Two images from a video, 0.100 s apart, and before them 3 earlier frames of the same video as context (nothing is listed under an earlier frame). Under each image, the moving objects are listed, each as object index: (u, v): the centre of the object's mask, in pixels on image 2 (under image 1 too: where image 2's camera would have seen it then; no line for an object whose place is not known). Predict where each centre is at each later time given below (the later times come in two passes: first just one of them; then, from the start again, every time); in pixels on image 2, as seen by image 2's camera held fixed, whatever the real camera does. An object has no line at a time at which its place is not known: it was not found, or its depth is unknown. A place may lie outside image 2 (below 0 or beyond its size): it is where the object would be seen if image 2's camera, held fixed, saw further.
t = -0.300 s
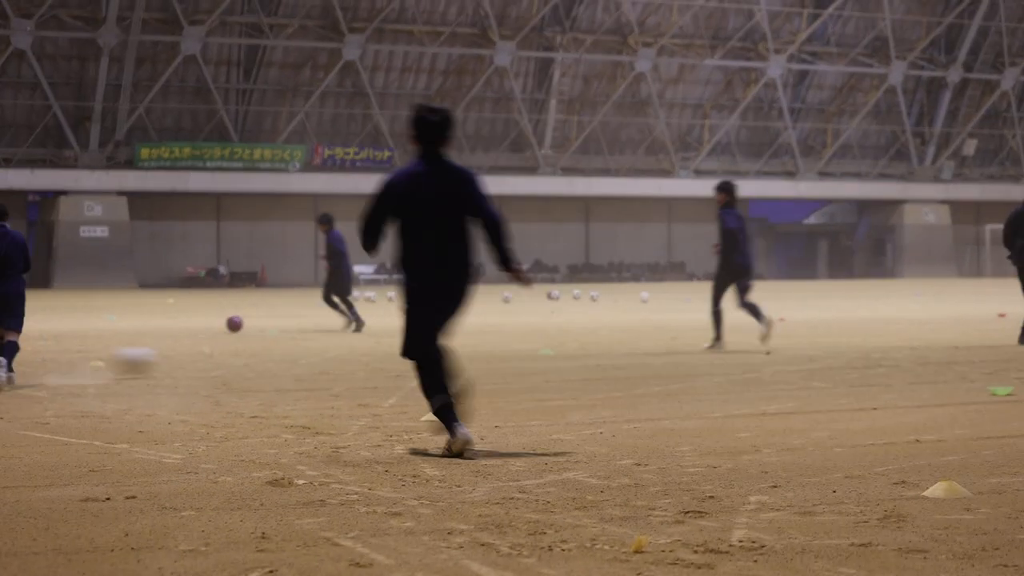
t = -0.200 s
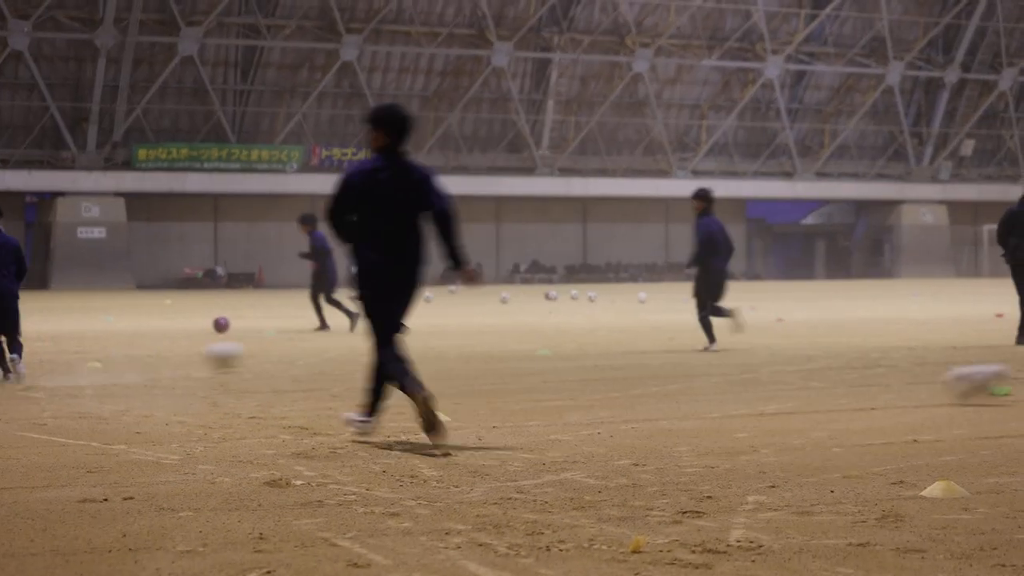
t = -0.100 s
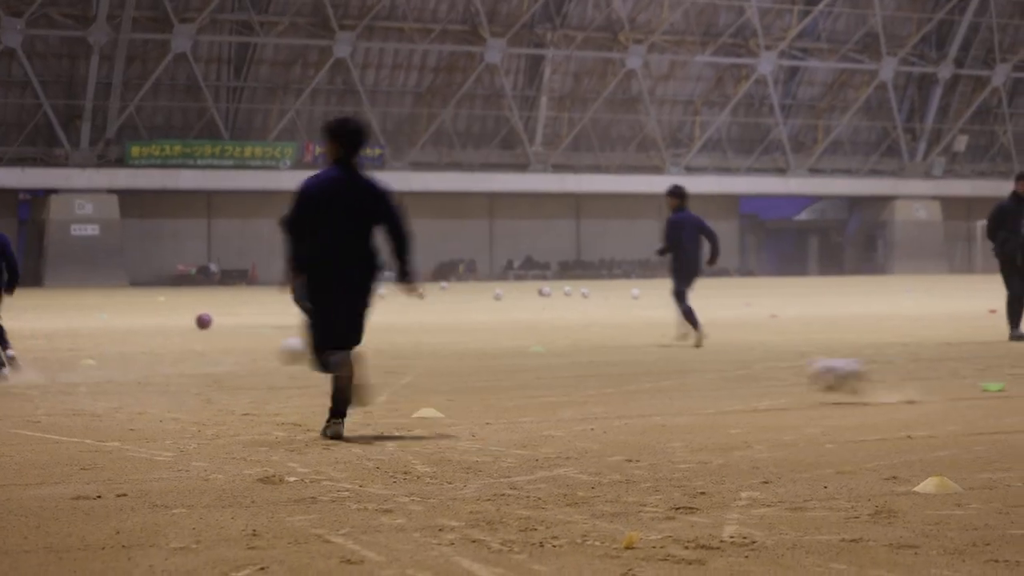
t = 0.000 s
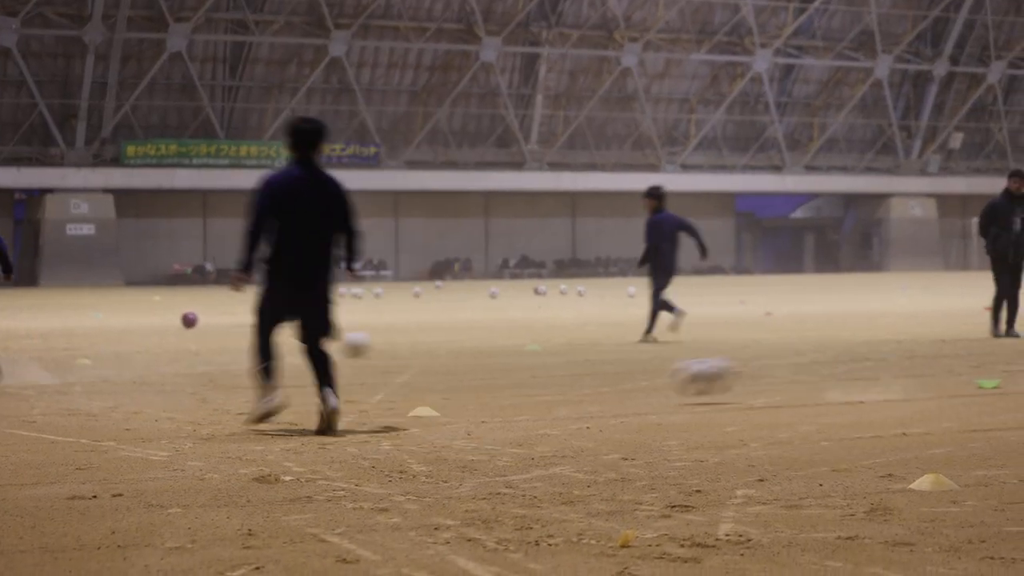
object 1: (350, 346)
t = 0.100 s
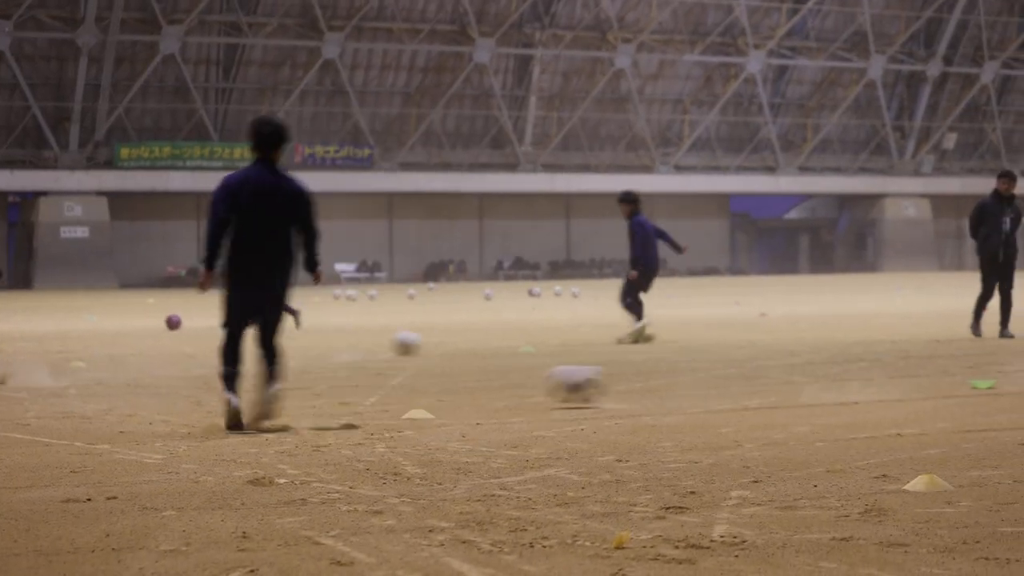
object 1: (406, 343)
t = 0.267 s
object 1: (480, 335)
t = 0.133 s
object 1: (422, 339)
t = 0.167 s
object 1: (437, 336)
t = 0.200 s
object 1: (452, 335)
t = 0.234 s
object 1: (466, 334)
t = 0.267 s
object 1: (480, 335)
